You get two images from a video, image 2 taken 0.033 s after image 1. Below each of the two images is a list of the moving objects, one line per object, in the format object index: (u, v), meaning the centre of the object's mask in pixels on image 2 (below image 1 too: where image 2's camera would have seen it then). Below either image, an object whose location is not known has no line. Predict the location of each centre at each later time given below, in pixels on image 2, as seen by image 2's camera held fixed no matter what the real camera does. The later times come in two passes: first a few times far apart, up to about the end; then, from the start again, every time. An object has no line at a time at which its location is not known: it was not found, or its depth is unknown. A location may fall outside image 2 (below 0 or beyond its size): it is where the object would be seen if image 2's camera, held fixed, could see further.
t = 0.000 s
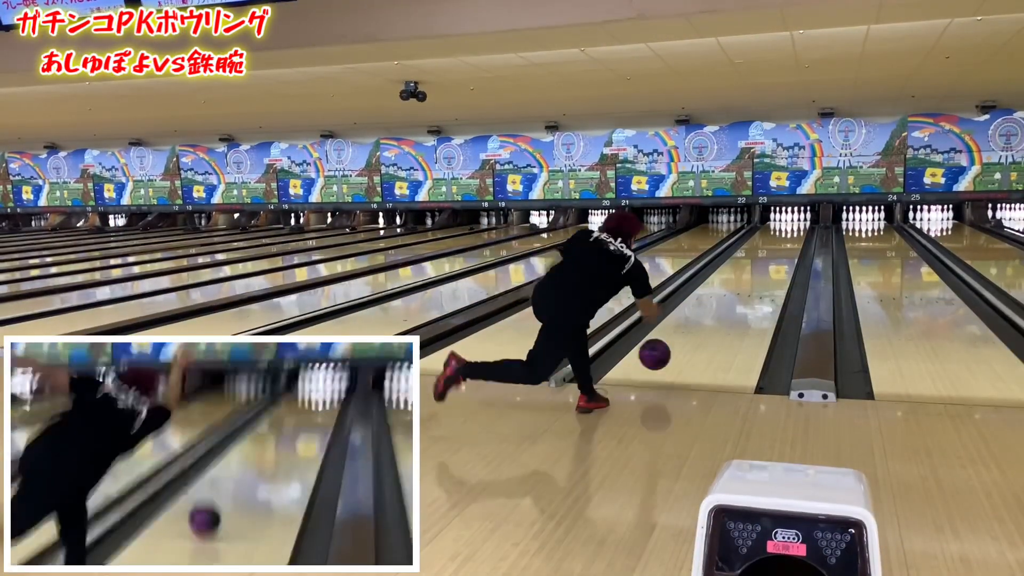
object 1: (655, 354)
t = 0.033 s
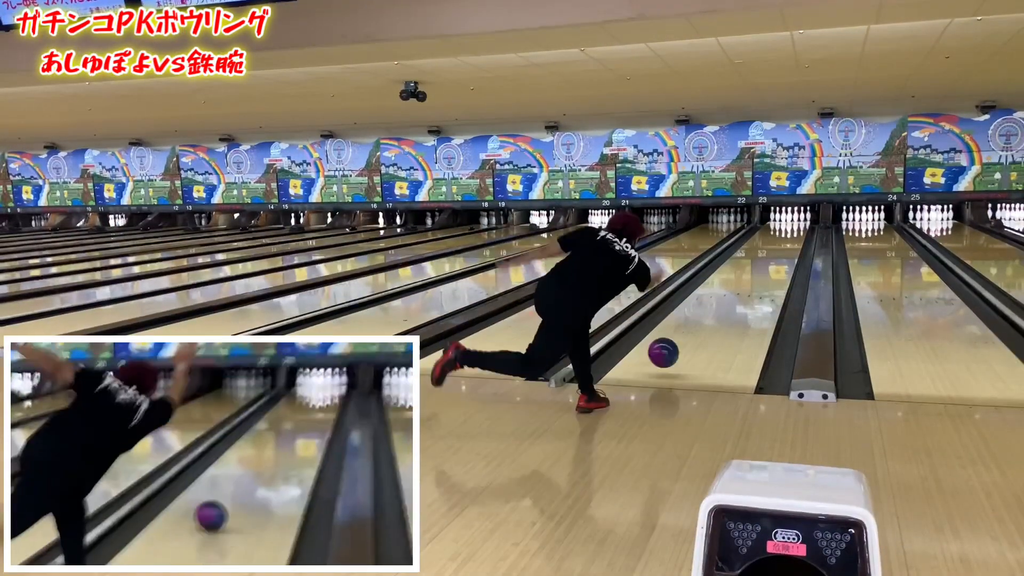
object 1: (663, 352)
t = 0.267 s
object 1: (709, 320)
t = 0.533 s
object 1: (741, 289)
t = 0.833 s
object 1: (764, 266)
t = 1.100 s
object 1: (778, 252)
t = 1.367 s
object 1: (786, 242)
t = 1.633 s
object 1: (791, 233)
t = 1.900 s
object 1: (793, 226)
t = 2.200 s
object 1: (790, 221)
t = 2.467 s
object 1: (786, 218)
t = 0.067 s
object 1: (671, 352)
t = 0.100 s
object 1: (679, 347)
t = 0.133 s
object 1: (686, 341)
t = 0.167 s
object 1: (692, 334)
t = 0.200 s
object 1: (698, 329)
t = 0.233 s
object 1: (705, 324)
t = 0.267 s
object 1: (709, 320)
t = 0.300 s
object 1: (714, 316)
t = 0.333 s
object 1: (719, 309)
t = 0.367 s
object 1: (723, 306)
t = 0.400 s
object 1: (727, 303)
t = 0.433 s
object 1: (731, 299)
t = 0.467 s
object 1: (735, 296)
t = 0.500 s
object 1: (738, 292)
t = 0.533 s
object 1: (741, 289)
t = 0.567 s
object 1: (744, 286)
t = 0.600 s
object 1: (747, 283)
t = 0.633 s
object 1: (750, 281)
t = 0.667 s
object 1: (753, 278)
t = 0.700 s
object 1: (755, 276)
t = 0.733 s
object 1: (758, 273)
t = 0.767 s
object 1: (760, 271)
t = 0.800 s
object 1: (762, 268)
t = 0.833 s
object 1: (764, 266)
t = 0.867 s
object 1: (766, 264)
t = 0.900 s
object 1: (768, 262)
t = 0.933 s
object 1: (770, 260)
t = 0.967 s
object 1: (772, 258)
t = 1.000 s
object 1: (773, 257)
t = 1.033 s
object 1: (775, 255)
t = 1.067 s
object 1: (776, 254)
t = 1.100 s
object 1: (778, 252)
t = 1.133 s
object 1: (779, 251)
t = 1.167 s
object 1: (780, 249)
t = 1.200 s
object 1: (781, 248)
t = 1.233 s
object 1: (782, 246)
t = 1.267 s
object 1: (783, 245)
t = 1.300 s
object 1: (784, 244)
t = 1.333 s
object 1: (785, 243)
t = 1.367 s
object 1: (786, 242)
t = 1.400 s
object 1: (787, 240)
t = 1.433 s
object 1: (788, 239)
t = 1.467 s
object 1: (788, 238)
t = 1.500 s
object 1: (789, 237)
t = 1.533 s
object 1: (790, 236)
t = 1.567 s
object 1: (790, 235)
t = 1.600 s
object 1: (790, 234)
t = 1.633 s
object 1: (791, 233)
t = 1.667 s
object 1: (791, 232)
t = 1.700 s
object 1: (792, 232)
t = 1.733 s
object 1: (792, 231)
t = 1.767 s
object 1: (792, 230)
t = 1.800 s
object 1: (792, 229)
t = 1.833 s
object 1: (793, 228)
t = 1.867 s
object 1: (793, 227)
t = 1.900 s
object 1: (793, 226)
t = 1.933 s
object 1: (792, 226)
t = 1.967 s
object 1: (792, 225)
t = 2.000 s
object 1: (792, 225)
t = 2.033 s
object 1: (792, 224)
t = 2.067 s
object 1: (792, 224)
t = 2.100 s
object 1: (792, 223)
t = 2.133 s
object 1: (791, 222)
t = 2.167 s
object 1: (791, 222)
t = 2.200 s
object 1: (790, 221)
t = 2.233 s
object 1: (790, 221)
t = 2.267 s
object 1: (789, 220)
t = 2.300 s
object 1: (789, 220)
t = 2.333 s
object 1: (788, 219)
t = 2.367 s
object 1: (788, 219)
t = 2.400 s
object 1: (788, 219)
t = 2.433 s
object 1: (788, 218)
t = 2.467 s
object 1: (786, 218)
